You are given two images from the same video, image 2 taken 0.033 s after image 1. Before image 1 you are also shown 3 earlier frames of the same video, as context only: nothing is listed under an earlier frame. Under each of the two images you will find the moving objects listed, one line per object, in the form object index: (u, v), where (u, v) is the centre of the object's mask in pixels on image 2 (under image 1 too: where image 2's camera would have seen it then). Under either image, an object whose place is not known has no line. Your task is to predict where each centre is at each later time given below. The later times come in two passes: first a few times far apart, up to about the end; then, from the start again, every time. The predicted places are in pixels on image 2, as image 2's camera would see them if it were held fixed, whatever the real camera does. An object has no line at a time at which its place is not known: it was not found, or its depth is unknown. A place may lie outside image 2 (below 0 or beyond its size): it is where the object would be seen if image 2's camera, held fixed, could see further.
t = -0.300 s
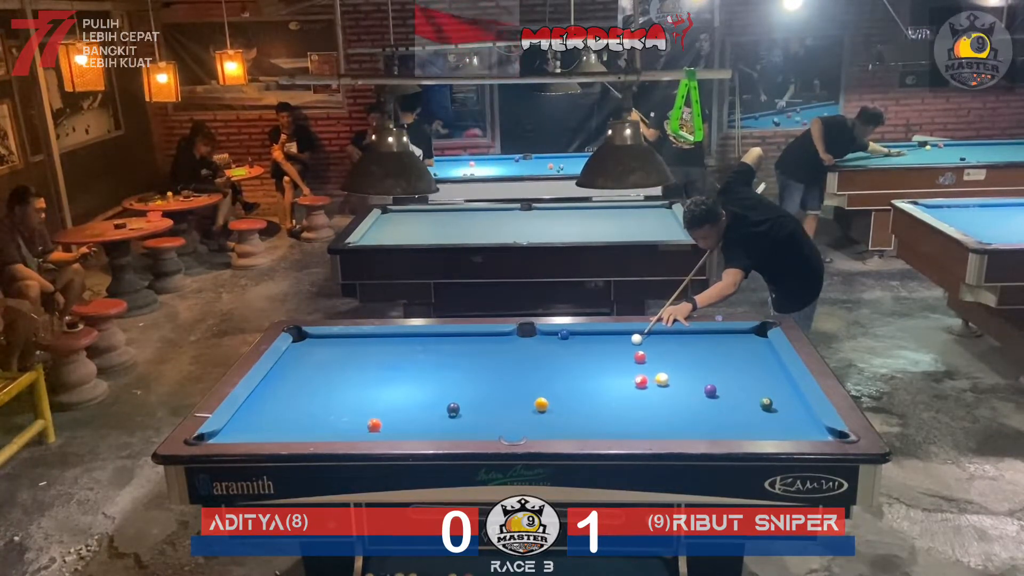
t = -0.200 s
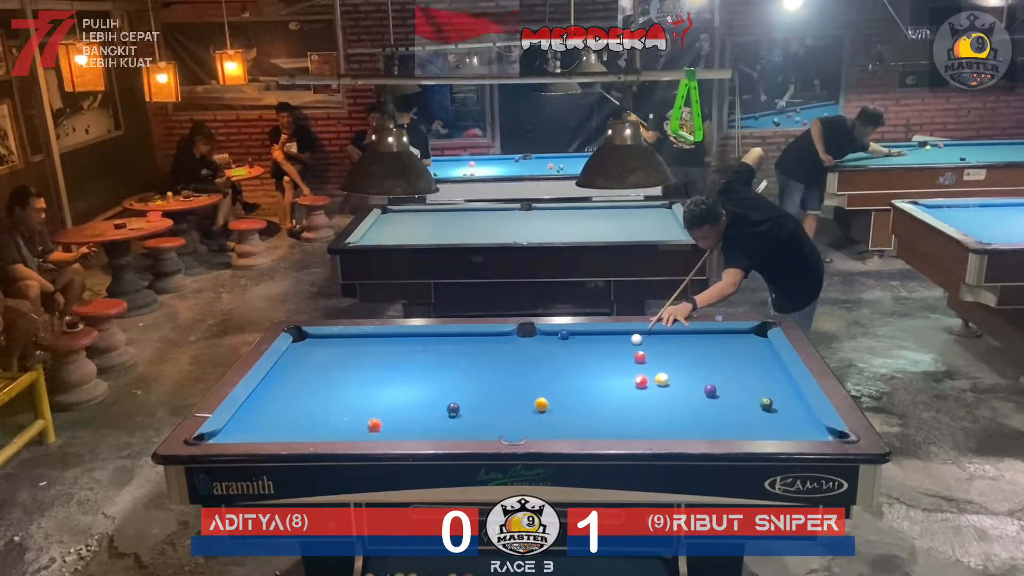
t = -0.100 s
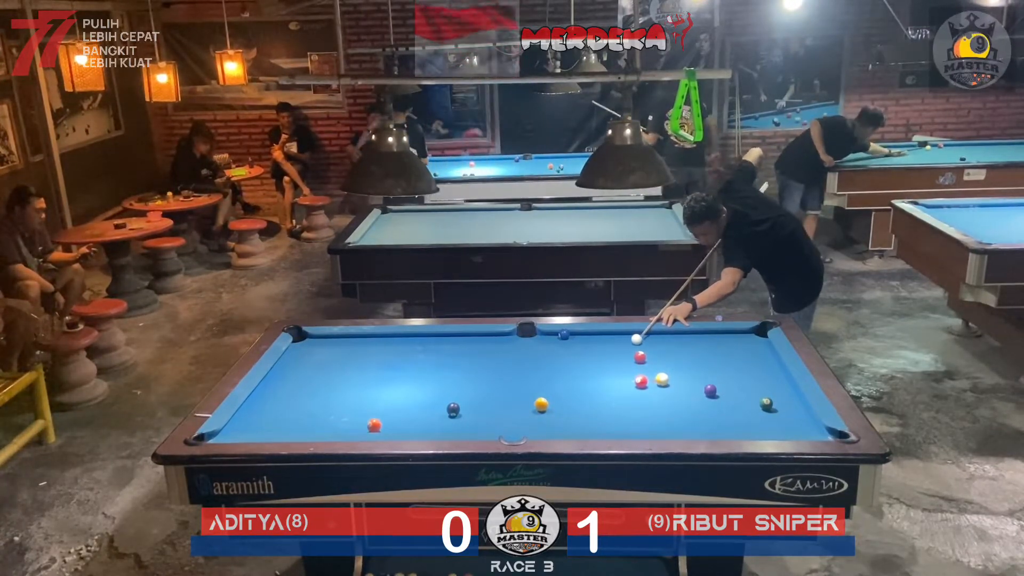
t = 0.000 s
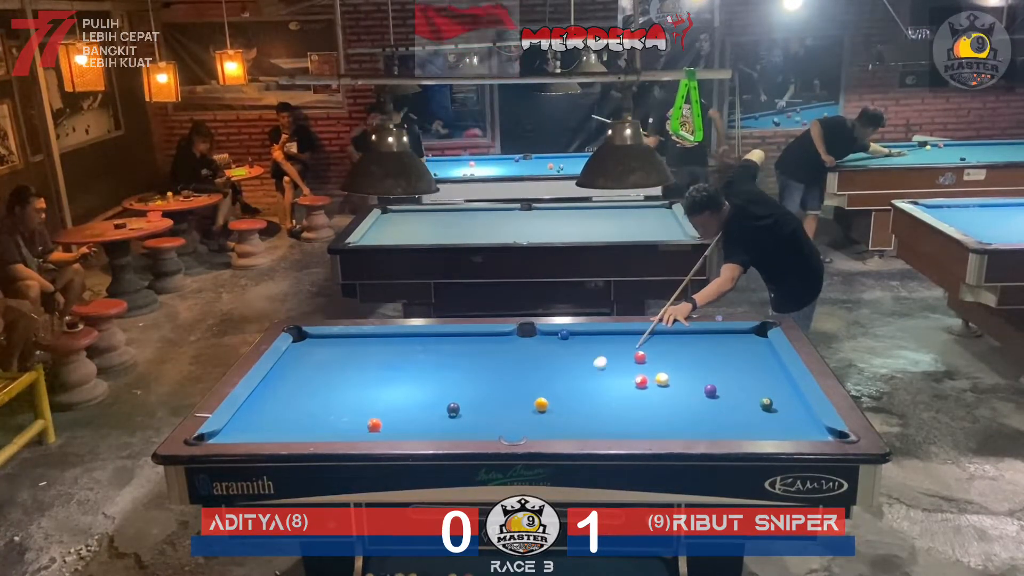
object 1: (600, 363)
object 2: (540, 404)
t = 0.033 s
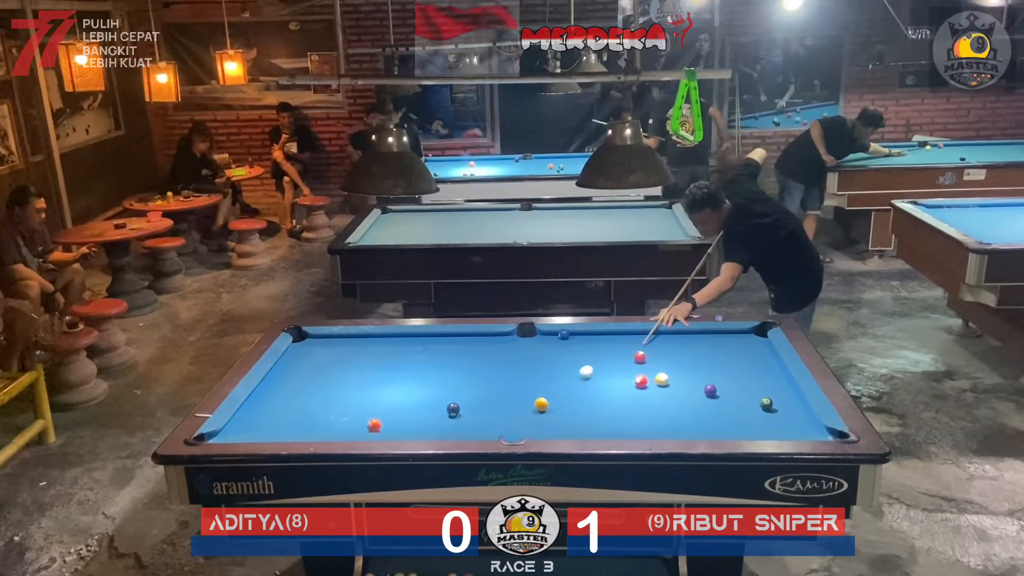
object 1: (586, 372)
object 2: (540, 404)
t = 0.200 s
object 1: (541, 397)
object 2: (518, 426)
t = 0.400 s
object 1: (529, 392)
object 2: (516, 432)
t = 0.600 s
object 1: (519, 388)
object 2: (514, 426)
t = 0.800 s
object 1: (510, 384)
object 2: (512, 420)
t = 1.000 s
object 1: (502, 381)
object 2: (509, 415)
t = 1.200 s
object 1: (495, 378)
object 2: (508, 411)
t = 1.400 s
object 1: (490, 376)
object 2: (506, 408)
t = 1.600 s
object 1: (485, 375)
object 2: (506, 405)
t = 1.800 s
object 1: (482, 374)
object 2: (505, 404)
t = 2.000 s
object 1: (480, 373)
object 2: (503, 403)
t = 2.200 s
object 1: (480, 373)
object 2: (504, 403)
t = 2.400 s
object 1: (480, 373)
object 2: (504, 403)
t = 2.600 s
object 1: (480, 373)
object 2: (504, 403)
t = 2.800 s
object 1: (480, 373)
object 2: (503, 403)
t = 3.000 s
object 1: (480, 373)
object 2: (503, 403)
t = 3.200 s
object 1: (480, 373)
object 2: (503, 403)
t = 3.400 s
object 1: (480, 373)
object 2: (503, 403)
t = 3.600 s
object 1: (480, 373)
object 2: (504, 403)
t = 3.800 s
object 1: (480, 373)
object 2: (504, 403)
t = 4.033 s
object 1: (480, 373)
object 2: (504, 403)
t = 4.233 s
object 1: (480, 373)
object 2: (504, 403)
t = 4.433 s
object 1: (480, 373)
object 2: (504, 403)
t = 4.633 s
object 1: (480, 373)
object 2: (504, 403)
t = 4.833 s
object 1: (480, 373)
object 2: (504, 403)
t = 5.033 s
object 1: (480, 373)
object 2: (504, 403)
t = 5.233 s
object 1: (480, 373)
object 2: (504, 403)
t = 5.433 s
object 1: (480, 373)
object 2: (504, 403)
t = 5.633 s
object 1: (480, 373)
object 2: (504, 403)
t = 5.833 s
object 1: (480, 373)
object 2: (504, 403)
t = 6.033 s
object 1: (480, 373)
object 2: (504, 403)
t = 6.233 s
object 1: (480, 373)
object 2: (504, 403)
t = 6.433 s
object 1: (480, 373)
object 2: (504, 403)
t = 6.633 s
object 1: (480, 373)
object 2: (504, 403)
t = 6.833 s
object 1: (480, 373)
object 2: (503, 403)
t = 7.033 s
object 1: (480, 373)
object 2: (504, 403)
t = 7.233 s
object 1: (480, 373)
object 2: (504, 403)
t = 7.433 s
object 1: (480, 373)
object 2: (504, 403)
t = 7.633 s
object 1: (480, 373)
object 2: (504, 403)
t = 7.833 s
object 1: (480, 373)
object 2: (504, 403)
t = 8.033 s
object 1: (480, 373)
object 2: (504, 403)
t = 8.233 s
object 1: (480, 373)
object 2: (504, 403)
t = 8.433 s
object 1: (480, 373)
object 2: (504, 403)
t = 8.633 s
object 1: (480, 373)
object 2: (504, 403)
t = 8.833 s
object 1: (480, 373)
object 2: (504, 403)
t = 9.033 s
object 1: (480, 373)
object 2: (504, 403)
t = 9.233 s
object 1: (480, 373)
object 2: (503, 403)
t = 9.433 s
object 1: (480, 373)
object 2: (504, 403)
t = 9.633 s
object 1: (480, 373)
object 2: (503, 403)
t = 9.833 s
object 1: (480, 373)
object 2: (504, 403)
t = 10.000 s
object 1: (480, 373)
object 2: (504, 403)
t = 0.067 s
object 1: (572, 382)
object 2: (540, 404)
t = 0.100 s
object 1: (557, 392)
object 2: (540, 404)
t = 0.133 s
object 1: (546, 398)
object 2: (537, 407)
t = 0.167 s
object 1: (543, 398)
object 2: (528, 417)
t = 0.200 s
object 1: (541, 397)
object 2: (518, 426)
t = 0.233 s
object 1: (539, 396)
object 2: (508, 434)
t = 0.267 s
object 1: (536, 395)
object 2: (515, 436)
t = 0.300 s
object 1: (534, 394)
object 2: (518, 435)
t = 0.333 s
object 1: (533, 394)
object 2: (517, 434)
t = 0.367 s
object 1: (531, 393)
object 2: (517, 433)
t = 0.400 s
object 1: (529, 392)
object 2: (516, 432)
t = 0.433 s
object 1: (527, 391)
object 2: (516, 431)
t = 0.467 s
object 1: (525, 390)
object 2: (515, 430)
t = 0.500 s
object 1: (523, 390)
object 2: (515, 429)
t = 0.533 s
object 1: (522, 389)
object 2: (515, 428)
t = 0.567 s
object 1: (520, 389)
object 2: (514, 427)
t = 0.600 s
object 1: (519, 388)
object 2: (514, 426)
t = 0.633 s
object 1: (518, 387)
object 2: (513, 425)
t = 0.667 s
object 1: (515, 387)
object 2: (513, 424)
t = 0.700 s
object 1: (514, 386)
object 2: (513, 423)
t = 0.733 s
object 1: (513, 385)
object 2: (512, 422)
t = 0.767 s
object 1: (511, 384)
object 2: (512, 420)
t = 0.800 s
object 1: (510, 384)
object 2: (512, 420)
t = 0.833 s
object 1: (509, 384)
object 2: (511, 419)
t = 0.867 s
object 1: (506, 383)
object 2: (511, 418)
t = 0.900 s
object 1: (506, 382)
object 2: (510, 417)
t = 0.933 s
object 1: (504, 382)
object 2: (510, 417)
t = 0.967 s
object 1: (502, 381)
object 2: (509, 415)
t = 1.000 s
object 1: (502, 381)
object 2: (509, 415)
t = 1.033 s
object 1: (501, 380)
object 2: (509, 414)
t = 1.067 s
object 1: (499, 380)
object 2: (508, 413)
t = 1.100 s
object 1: (498, 380)
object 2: (508, 413)
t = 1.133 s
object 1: (497, 379)
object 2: (508, 412)
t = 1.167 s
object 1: (496, 379)
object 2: (508, 411)
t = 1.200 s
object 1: (495, 378)
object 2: (508, 411)
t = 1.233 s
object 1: (494, 378)
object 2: (508, 410)
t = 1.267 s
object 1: (493, 377)
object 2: (507, 409)
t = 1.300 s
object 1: (492, 377)
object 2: (507, 409)
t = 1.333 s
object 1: (491, 377)
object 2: (507, 408)
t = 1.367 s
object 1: (490, 376)
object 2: (507, 408)
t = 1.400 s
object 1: (490, 376)
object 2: (506, 408)
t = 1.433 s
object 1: (489, 376)
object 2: (506, 407)
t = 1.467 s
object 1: (487, 376)
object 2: (506, 406)
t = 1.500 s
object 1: (487, 376)
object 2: (506, 406)
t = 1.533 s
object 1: (486, 375)
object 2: (506, 406)
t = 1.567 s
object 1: (485, 375)
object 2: (506, 405)
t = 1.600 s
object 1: (485, 375)
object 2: (506, 405)
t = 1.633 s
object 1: (484, 375)
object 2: (505, 405)
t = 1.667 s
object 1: (484, 374)
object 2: (505, 404)
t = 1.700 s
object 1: (483, 374)
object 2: (505, 404)
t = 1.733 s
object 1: (483, 374)
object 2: (505, 404)
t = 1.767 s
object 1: (482, 374)
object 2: (505, 404)
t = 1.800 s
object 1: (482, 374)
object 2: (505, 404)
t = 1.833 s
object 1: (482, 373)
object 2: (504, 403)
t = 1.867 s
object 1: (481, 374)
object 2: (504, 403)
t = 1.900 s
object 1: (481, 373)
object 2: (504, 403)
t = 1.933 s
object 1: (481, 373)
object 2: (504, 403)
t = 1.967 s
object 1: (480, 373)
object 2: (504, 403)
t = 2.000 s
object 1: (480, 373)
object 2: (503, 403)
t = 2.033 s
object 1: (480, 373)
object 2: (504, 403)
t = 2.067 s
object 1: (480, 373)
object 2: (503, 403)
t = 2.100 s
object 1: (480, 373)
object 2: (503, 403)
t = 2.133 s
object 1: (480, 373)
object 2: (503, 403)
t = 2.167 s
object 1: (480, 373)
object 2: (504, 403)
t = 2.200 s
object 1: (480, 373)
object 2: (504, 403)
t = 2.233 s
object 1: (480, 373)
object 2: (504, 403)
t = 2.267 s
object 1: (480, 373)
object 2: (504, 403)
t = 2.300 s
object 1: (480, 373)
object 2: (504, 403)
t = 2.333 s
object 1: (480, 373)
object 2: (504, 403)
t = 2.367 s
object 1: (480, 373)
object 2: (504, 403)
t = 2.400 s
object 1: (480, 373)
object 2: (504, 403)
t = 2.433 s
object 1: (480, 373)
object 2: (504, 403)
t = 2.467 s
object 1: (480, 373)
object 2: (504, 403)
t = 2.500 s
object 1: (480, 373)
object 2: (504, 403)
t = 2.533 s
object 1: (480, 373)
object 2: (504, 403)
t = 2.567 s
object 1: (480, 373)
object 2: (504, 403)
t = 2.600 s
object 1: (480, 373)
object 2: (504, 403)
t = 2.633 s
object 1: (480, 373)
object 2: (504, 403)
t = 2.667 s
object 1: (480, 373)
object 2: (504, 403)
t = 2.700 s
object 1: (480, 373)
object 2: (503, 403)
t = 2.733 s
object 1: (480, 373)
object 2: (503, 403)
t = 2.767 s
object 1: (480, 373)
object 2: (503, 403)
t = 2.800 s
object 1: (480, 373)
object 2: (503, 403)
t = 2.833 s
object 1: (480, 373)
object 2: (503, 403)
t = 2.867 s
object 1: (480, 373)
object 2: (503, 403)
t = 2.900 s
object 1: (480, 373)
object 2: (503, 403)
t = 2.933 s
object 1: (480, 373)
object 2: (503, 403)
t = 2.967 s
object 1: (480, 373)
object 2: (503, 403)
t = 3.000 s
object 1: (480, 373)
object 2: (503, 403)
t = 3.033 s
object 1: (480, 373)
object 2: (503, 403)
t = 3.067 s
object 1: (480, 373)
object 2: (503, 403)
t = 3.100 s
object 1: (480, 373)
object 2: (503, 403)
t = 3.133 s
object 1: (480, 373)
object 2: (503, 403)
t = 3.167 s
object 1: (480, 373)
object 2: (503, 403)
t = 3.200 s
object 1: (480, 373)
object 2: (503, 403)
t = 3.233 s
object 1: (480, 373)
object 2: (503, 403)
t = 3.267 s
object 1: (480, 373)
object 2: (503, 403)
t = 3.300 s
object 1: (480, 373)
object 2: (503, 403)
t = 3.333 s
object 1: (480, 373)
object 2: (503, 403)
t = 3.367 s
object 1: (480, 373)
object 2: (503, 403)
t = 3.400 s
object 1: (480, 373)
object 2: (503, 403)
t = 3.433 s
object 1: (480, 373)
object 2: (503, 403)
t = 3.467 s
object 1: (480, 373)
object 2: (504, 403)
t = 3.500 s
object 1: (480, 373)
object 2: (504, 403)
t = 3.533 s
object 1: (480, 373)
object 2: (504, 403)
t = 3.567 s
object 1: (480, 373)
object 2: (504, 403)
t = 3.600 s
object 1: (480, 373)
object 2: (504, 403)
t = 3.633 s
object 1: (480, 373)
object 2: (504, 403)
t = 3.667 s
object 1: (480, 373)
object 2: (504, 403)
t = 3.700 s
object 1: (480, 373)
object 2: (504, 403)
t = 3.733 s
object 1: (480, 373)
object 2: (504, 403)
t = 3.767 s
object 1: (480, 373)
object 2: (504, 403)
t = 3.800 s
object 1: (480, 373)
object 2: (504, 403)
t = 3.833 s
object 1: (480, 373)
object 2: (504, 403)
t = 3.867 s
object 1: (480, 373)
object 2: (504, 403)
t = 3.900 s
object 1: (480, 373)
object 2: (504, 403)
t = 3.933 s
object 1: (480, 373)
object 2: (504, 403)
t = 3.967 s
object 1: (480, 373)
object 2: (504, 403)
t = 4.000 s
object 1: (480, 373)
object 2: (504, 403)
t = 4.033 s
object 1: (480, 373)
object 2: (504, 403)
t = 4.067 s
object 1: (480, 373)
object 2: (504, 403)
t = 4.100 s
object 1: (480, 373)
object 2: (504, 403)
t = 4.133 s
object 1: (480, 373)
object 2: (504, 403)
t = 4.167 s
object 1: (480, 373)
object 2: (504, 403)
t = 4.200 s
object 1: (480, 373)
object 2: (504, 403)
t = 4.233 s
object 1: (480, 373)
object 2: (504, 403)
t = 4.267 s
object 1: (480, 373)
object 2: (504, 403)
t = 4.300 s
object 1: (480, 373)
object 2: (504, 403)
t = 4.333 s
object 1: (480, 373)
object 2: (504, 403)
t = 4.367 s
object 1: (480, 373)
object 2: (504, 403)
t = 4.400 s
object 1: (480, 373)
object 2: (504, 403)
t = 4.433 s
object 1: (480, 373)
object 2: (504, 403)
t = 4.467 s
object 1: (480, 373)
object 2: (504, 403)
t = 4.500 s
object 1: (480, 373)
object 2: (504, 403)
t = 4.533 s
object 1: (480, 373)
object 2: (504, 403)
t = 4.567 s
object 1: (480, 373)
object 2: (504, 403)
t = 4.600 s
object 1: (480, 373)
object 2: (504, 403)
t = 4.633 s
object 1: (480, 373)
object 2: (504, 403)
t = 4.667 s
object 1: (480, 373)
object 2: (504, 403)
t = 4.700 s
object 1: (480, 373)
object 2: (504, 403)
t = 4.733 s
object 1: (480, 373)
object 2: (504, 403)
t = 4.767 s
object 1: (480, 373)
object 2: (504, 403)
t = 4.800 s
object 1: (480, 373)
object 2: (504, 403)
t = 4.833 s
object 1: (480, 373)
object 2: (504, 403)
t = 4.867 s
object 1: (480, 373)
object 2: (504, 403)
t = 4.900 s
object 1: (480, 373)
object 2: (504, 403)
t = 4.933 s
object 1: (480, 373)
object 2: (504, 403)
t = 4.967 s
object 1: (480, 373)
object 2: (504, 403)
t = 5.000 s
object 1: (480, 373)
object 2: (504, 403)
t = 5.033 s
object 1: (480, 373)
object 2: (504, 403)
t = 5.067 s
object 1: (480, 373)
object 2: (504, 403)
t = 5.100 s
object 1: (480, 373)
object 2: (504, 403)
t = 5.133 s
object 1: (480, 373)
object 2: (504, 403)
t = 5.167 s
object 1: (480, 373)
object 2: (504, 403)
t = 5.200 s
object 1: (480, 373)
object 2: (504, 403)
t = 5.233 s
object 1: (480, 373)
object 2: (504, 403)
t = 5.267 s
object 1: (480, 373)
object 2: (504, 403)
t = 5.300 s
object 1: (480, 373)
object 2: (504, 403)
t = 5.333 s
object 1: (480, 373)
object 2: (504, 403)
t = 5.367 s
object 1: (480, 373)
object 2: (504, 403)
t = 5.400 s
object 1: (480, 373)
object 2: (504, 403)
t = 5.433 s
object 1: (480, 373)
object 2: (504, 403)
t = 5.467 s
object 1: (480, 373)
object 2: (504, 403)
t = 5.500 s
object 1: (480, 373)
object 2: (504, 403)
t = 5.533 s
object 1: (480, 373)
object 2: (504, 403)
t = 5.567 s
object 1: (480, 373)
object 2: (504, 403)
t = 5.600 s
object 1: (480, 373)
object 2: (504, 403)
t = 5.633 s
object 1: (480, 373)
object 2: (504, 403)
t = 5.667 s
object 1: (480, 373)
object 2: (504, 403)
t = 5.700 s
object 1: (480, 373)
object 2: (504, 403)
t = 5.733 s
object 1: (480, 373)
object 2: (504, 403)
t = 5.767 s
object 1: (480, 373)
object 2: (504, 403)
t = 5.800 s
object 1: (480, 373)
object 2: (504, 403)
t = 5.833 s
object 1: (480, 373)
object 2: (504, 403)
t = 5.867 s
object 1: (480, 373)
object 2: (504, 403)
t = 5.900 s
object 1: (480, 373)
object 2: (504, 403)
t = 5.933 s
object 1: (480, 373)
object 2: (504, 403)
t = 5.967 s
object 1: (480, 373)
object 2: (504, 403)
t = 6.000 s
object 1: (480, 373)
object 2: (504, 403)
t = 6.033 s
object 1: (480, 373)
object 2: (504, 403)
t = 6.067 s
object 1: (480, 373)
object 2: (504, 403)
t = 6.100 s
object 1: (480, 373)
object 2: (504, 403)
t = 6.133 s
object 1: (480, 373)
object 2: (504, 403)
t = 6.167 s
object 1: (480, 373)
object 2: (504, 403)
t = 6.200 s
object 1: (480, 373)
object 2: (504, 403)
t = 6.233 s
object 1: (480, 373)
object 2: (504, 403)
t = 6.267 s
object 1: (480, 373)
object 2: (504, 403)
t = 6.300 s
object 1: (480, 373)
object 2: (504, 403)
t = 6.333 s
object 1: (480, 373)
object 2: (504, 403)
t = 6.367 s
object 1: (480, 373)
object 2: (504, 403)
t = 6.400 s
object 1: (480, 373)
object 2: (504, 403)
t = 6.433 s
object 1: (480, 373)
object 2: (504, 403)
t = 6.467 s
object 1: (480, 373)
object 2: (504, 403)
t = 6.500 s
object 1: (480, 373)
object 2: (504, 403)
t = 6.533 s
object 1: (480, 373)
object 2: (504, 403)
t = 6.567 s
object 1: (480, 373)
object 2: (504, 403)
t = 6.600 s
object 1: (480, 373)
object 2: (504, 403)
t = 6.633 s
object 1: (480, 373)
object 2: (504, 403)
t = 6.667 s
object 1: (480, 373)
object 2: (504, 403)
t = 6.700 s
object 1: (480, 373)
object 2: (504, 403)
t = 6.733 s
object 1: (480, 373)
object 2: (503, 403)
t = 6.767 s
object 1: (480, 373)
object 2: (503, 403)
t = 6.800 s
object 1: (480, 373)
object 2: (503, 403)
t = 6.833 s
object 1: (480, 373)
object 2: (503, 403)
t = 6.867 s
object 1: (480, 373)
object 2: (504, 403)
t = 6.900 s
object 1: (480, 373)
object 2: (504, 403)
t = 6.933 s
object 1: (480, 373)
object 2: (503, 403)
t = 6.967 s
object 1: (480, 373)
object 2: (504, 403)
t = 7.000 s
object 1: (480, 373)
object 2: (504, 403)
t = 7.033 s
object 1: (480, 373)
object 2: (504, 403)
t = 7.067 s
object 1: (480, 373)
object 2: (504, 403)
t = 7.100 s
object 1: (480, 373)
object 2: (504, 403)
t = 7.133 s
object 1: (480, 373)
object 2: (504, 403)
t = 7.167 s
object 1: (480, 373)
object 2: (503, 403)
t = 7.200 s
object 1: (480, 373)
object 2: (504, 403)
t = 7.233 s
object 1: (480, 373)
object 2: (504, 403)
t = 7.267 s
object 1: (480, 373)
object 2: (504, 403)
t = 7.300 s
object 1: (480, 373)
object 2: (504, 403)
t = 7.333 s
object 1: (480, 373)
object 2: (504, 403)
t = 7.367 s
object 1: (480, 373)
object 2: (504, 403)
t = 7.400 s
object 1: (480, 373)
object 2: (504, 403)
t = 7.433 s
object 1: (480, 373)
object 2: (504, 403)
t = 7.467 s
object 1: (480, 373)
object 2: (504, 403)
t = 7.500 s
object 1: (480, 373)
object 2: (504, 403)
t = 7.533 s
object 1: (480, 373)
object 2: (503, 403)
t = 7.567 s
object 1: (480, 373)
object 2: (504, 403)
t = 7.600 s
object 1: (480, 373)
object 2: (503, 403)
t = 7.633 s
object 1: (480, 373)
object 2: (504, 403)
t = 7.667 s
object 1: (480, 373)
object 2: (504, 403)
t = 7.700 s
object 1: (480, 373)
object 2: (504, 403)
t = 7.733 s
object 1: (480, 373)
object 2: (504, 403)
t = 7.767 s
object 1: (480, 373)
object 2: (504, 403)
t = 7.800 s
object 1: (480, 373)
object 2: (504, 403)
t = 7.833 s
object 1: (480, 373)
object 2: (504, 403)
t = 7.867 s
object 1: (480, 373)
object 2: (504, 403)
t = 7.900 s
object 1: (480, 373)
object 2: (504, 403)
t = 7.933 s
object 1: (480, 373)
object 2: (504, 403)
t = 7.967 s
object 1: (480, 373)
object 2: (504, 403)
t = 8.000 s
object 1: (480, 373)
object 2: (504, 403)
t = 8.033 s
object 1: (480, 373)
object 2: (504, 403)
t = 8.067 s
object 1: (480, 373)
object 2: (504, 403)
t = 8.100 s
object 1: (480, 373)
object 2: (504, 403)
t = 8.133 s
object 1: (480, 373)
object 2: (504, 403)
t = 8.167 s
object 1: (480, 373)
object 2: (504, 403)
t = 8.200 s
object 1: (480, 373)
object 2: (504, 403)
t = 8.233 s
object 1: (480, 373)
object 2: (504, 403)
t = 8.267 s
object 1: (480, 373)
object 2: (504, 403)
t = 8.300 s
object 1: (480, 373)
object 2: (504, 403)
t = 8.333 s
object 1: (480, 373)
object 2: (504, 403)
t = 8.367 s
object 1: (480, 373)
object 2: (504, 403)
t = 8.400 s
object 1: (480, 373)
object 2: (504, 403)
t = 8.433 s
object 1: (480, 373)
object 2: (504, 403)
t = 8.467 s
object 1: (480, 373)
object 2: (504, 403)
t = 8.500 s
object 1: (480, 373)
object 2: (504, 403)
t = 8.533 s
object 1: (480, 373)
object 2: (504, 403)
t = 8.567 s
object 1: (480, 373)
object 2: (504, 403)
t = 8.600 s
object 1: (480, 373)
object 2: (504, 403)
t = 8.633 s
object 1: (480, 373)
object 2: (504, 403)
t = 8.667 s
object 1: (480, 373)
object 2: (504, 403)
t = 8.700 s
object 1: (480, 373)
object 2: (504, 403)
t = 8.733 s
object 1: (480, 373)
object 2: (504, 403)
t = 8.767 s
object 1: (480, 373)
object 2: (504, 403)
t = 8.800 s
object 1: (480, 373)
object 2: (504, 403)
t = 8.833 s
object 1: (480, 373)
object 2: (504, 403)
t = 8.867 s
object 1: (480, 373)
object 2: (504, 403)
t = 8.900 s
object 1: (480, 373)
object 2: (504, 403)
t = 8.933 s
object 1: (480, 373)
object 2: (504, 403)
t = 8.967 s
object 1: (480, 373)
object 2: (503, 403)
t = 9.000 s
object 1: (480, 373)
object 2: (504, 403)
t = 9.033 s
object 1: (480, 373)
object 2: (504, 403)
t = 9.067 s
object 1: (480, 373)
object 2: (504, 403)
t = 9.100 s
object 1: (480, 373)
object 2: (503, 403)
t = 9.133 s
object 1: (480, 373)
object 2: (504, 403)
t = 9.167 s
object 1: (480, 373)
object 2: (503, 403)
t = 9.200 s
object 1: (480, 373)
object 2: (503, 403)
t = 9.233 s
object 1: (480, 373)
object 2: (503, 403)
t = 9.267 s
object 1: (480, 373)
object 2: (503, 403)
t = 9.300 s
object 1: (480, 373)
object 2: (504, 403)
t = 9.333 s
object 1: (480, 373)
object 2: (504, 403)
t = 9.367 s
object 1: (480, 373)
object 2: (504, 403)
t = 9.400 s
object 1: (480, 373)
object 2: (504, 403)
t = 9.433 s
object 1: (480, 373)
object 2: (504, 403)
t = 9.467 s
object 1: (480, 373)
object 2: (503, 403)
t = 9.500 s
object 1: (480, 373)
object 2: (503, 403)
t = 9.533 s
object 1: (480, 373)
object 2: (503, 403)
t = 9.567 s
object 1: (480, 373)
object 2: (503, 403)
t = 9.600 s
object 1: (480, 373)
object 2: (504, 403)
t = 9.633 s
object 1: (480, 373)
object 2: (503, 403)
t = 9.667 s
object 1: (480, 373)
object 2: (503, 403)
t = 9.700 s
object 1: (480, 373)
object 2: (503, 403)
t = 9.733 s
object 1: (480, 373)
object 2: (504, 403)
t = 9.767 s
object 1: (480, 373)
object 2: (504, 403)
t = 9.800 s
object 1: (480, 373)
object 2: (504, 403)
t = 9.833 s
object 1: (480, 373)
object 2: (504, 403)
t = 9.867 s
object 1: (480, 373)
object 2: (504, 403)
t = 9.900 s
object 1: (480, 373)
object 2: (504, 403)
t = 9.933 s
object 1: (480, 373)
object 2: (504, 403)
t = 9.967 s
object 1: (480, 373)
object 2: (504, 403)
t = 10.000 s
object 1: (480, 373)
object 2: (504, 403)
